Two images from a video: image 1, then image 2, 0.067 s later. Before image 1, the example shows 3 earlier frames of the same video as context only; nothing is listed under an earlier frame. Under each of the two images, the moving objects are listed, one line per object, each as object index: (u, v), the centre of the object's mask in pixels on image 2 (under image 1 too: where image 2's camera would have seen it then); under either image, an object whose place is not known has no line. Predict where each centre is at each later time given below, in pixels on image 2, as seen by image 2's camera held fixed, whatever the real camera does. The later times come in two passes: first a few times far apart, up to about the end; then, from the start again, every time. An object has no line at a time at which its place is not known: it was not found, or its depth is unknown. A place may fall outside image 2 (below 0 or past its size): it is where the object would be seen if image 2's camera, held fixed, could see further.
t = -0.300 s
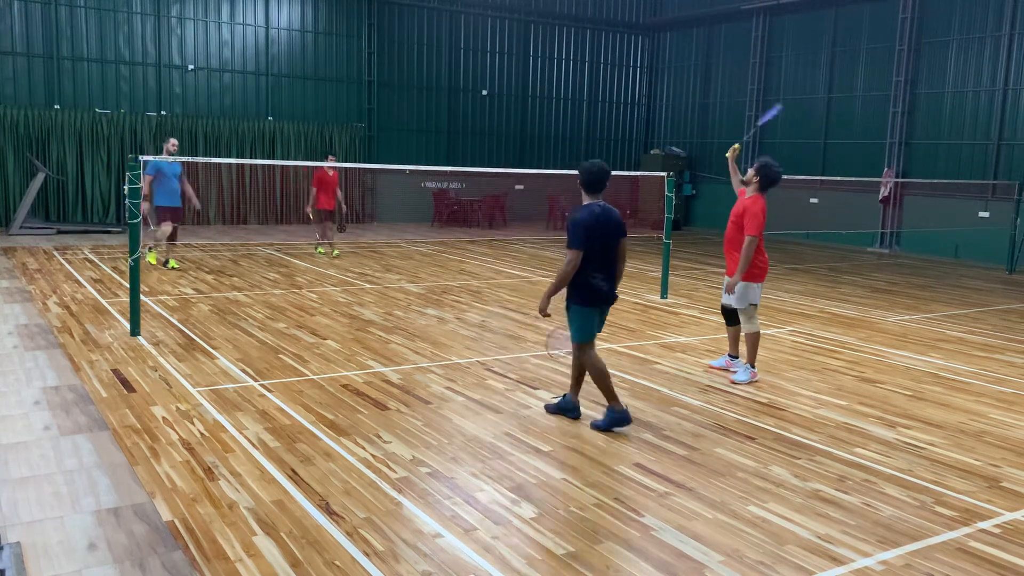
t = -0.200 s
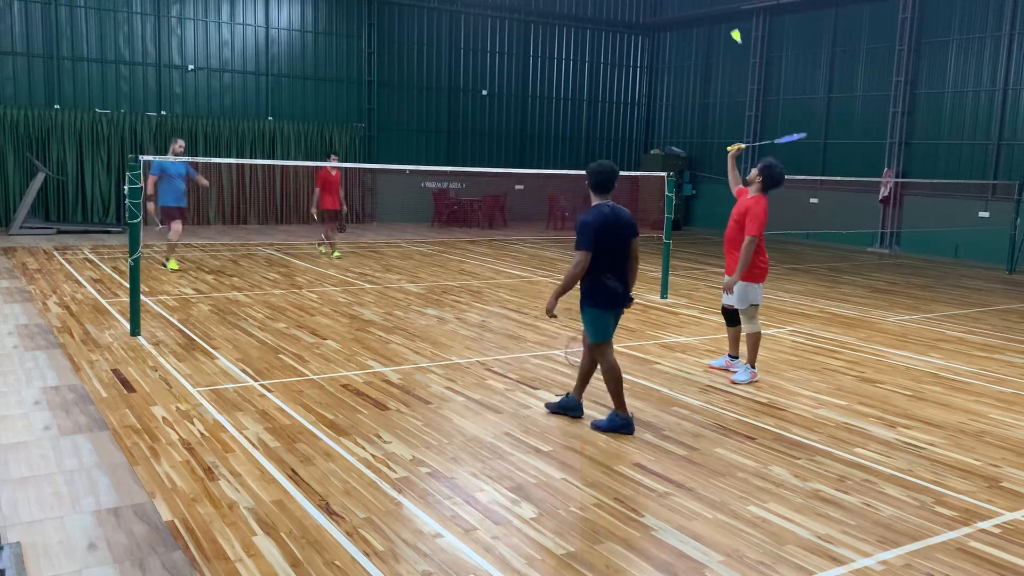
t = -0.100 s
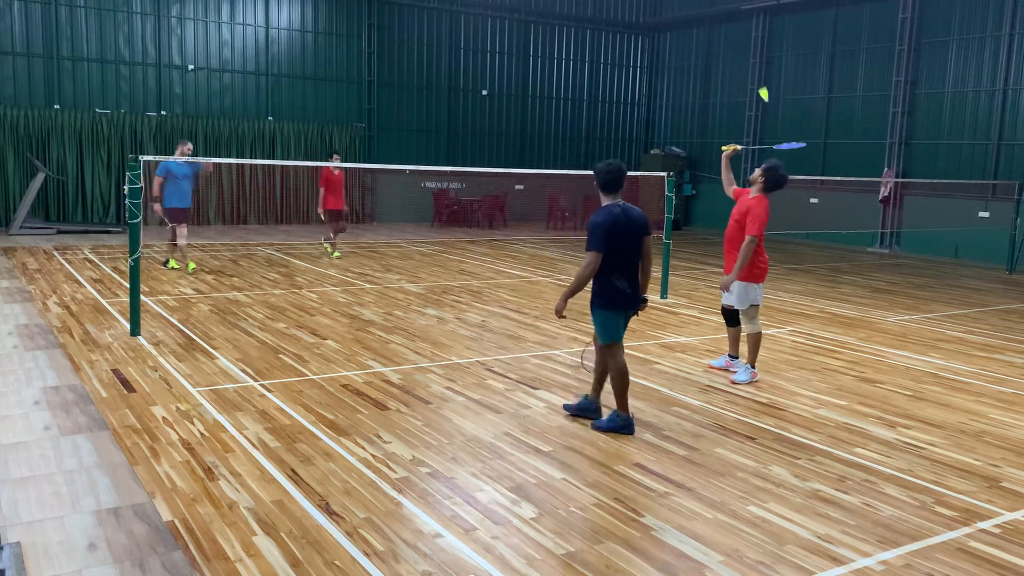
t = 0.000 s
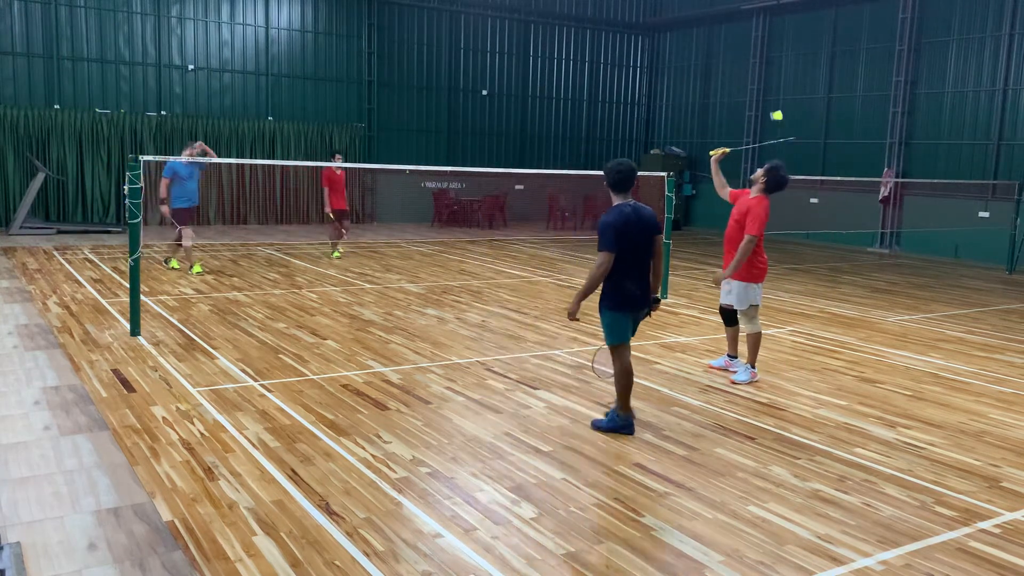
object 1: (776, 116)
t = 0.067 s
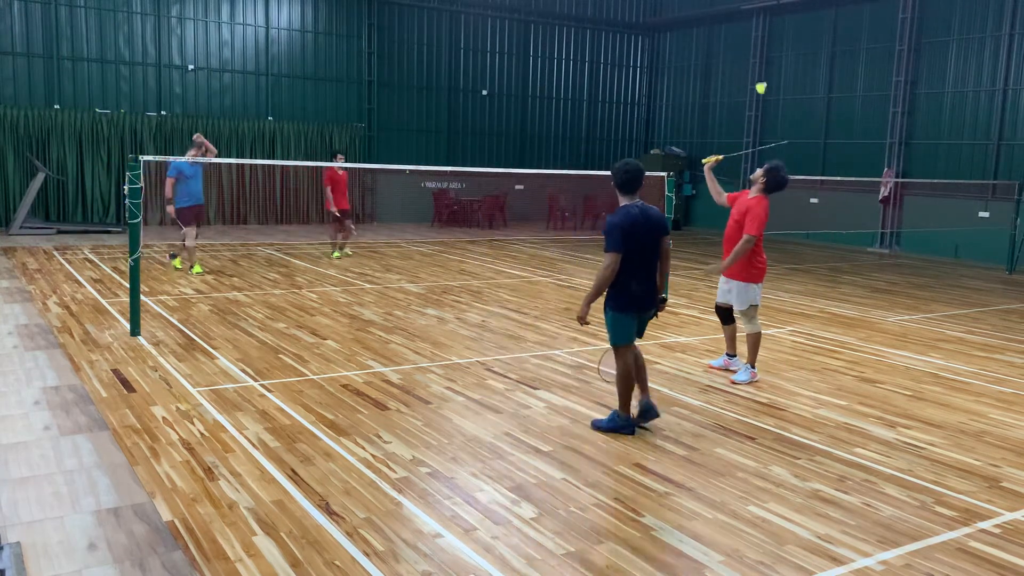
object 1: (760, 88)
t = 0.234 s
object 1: (744, 40)
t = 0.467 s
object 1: (706, 47)
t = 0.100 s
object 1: (756, 73)
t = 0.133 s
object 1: (752, 60)
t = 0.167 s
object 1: (750, 51)
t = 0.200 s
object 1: (747, 45)
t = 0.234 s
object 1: (744, 40)
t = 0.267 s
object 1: (739, 38)
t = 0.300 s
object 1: (734, 37)
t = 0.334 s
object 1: (729, 37)
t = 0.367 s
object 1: (723, 37)
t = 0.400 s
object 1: (717, 40)
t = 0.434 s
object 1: (712, 43)
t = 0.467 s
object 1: (706, 47)
